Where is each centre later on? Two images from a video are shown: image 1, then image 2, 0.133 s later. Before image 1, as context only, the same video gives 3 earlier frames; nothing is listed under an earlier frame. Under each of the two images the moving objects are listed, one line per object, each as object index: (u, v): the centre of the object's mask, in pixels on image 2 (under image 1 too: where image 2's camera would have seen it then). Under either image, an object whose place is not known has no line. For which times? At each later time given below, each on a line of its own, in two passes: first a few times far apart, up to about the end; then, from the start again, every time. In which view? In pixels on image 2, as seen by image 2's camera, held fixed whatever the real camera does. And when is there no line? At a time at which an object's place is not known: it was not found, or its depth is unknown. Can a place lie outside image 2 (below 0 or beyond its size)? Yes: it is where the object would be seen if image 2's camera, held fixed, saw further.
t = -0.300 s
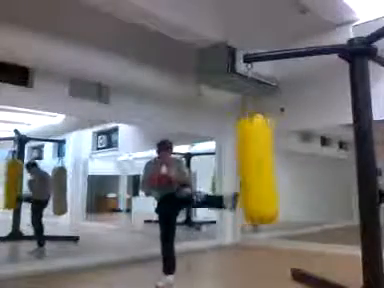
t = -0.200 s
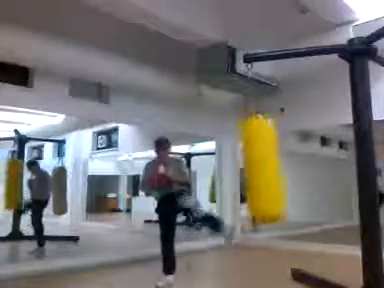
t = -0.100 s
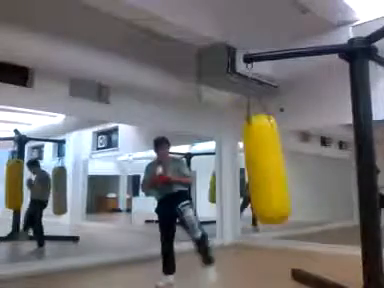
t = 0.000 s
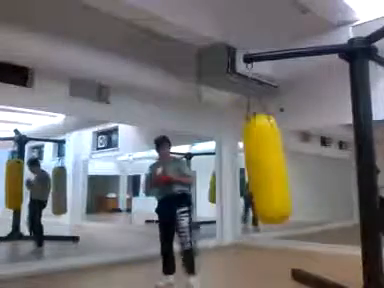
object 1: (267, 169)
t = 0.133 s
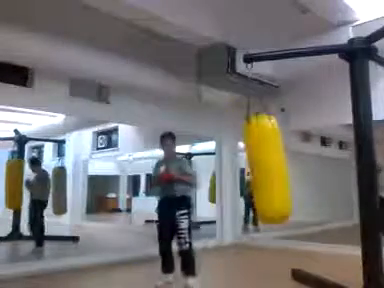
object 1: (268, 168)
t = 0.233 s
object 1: (268, 169)
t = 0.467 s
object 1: (262, 170)
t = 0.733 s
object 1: (250, 169)
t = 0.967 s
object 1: (239, 168)
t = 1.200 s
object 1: (237, 170)
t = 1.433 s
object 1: (237, 169)
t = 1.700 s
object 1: (249, 168)
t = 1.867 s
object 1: (261, 170)
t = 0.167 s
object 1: (268, 169)
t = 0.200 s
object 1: (267, 168)
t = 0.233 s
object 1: (268, 169)
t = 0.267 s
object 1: (267, 169)
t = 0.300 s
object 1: (267, 169)
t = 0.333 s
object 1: (267, 169)
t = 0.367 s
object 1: (267, 170)
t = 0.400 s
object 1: (265, 169)
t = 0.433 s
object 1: (264, 169)
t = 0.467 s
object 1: (262, 170)
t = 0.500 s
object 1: (261, 170)
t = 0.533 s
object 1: (259, 170)
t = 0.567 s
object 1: (256, 171)
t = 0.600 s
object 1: (255, 172)
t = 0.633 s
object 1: (255, 172)
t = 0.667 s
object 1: (254, 172)
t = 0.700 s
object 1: (252, 169)
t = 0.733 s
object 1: (250, 169)
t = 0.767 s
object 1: (249, 169)
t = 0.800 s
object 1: (246, 169)
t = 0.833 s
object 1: (246, 169)
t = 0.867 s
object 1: (242, 169)
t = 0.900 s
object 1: (241, 169)
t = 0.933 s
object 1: (240, 168)
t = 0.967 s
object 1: (239, 168)
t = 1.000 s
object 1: (239, 168)
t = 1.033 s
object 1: (238, 169)
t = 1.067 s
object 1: (238, 169)
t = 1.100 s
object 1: (238, 169)
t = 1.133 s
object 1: (238, 170)
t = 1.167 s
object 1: (237, 170)
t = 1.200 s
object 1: (237, 170)
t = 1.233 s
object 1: (236, 169)
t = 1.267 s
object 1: (236, 169)
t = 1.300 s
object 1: (235, 169)
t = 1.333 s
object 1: (235, 168)
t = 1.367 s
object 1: (235, 168)
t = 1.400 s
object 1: (236, 169)
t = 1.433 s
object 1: (237, 169)
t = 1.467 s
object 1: (237, 170)
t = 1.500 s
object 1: (241, 170)
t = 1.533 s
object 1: (241, 169)
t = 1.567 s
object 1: (243, 170)
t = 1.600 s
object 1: (245, 170)
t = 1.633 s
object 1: (247, 170)
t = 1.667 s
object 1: (248, 169)
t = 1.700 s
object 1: (249, 168)
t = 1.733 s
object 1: (250, 167)
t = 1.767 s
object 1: (252, 167)
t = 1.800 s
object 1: (256, 169)
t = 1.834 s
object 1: (258, 170)
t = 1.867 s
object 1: (261, 170)
